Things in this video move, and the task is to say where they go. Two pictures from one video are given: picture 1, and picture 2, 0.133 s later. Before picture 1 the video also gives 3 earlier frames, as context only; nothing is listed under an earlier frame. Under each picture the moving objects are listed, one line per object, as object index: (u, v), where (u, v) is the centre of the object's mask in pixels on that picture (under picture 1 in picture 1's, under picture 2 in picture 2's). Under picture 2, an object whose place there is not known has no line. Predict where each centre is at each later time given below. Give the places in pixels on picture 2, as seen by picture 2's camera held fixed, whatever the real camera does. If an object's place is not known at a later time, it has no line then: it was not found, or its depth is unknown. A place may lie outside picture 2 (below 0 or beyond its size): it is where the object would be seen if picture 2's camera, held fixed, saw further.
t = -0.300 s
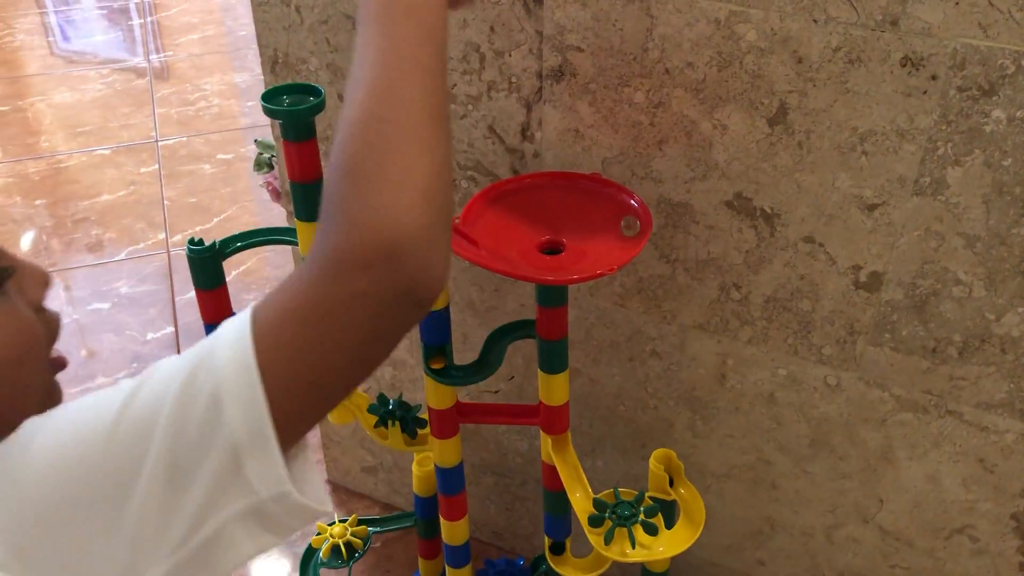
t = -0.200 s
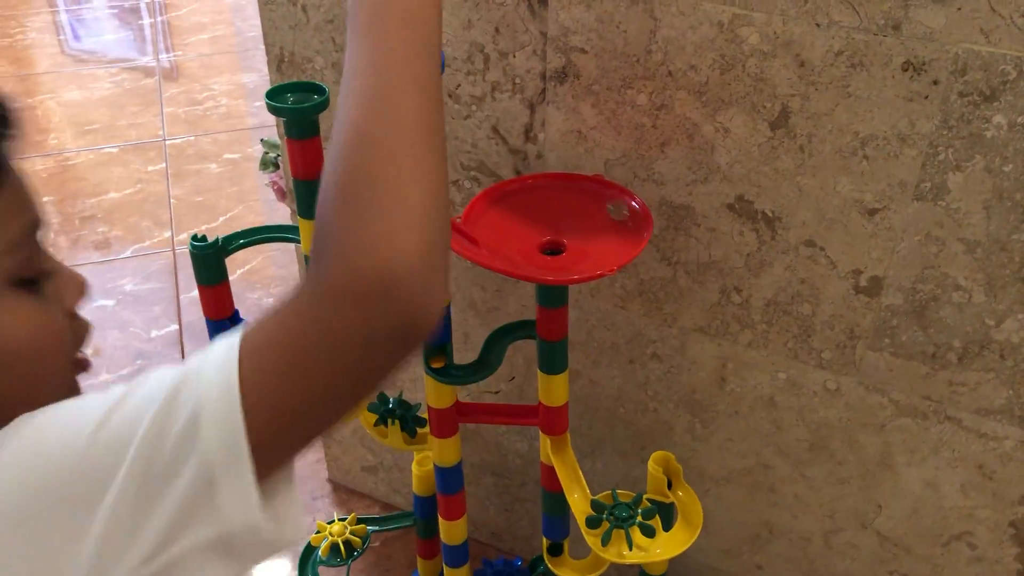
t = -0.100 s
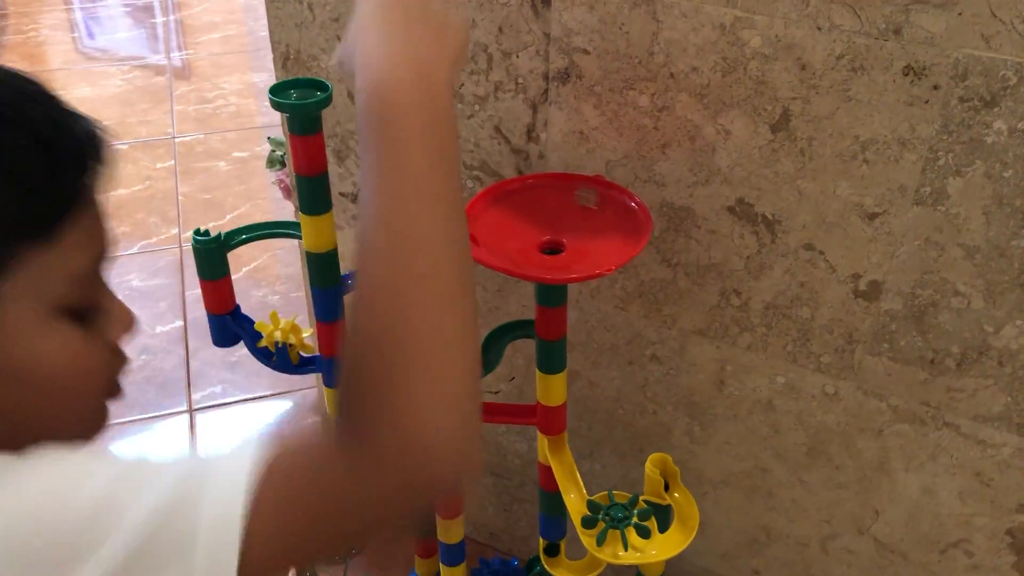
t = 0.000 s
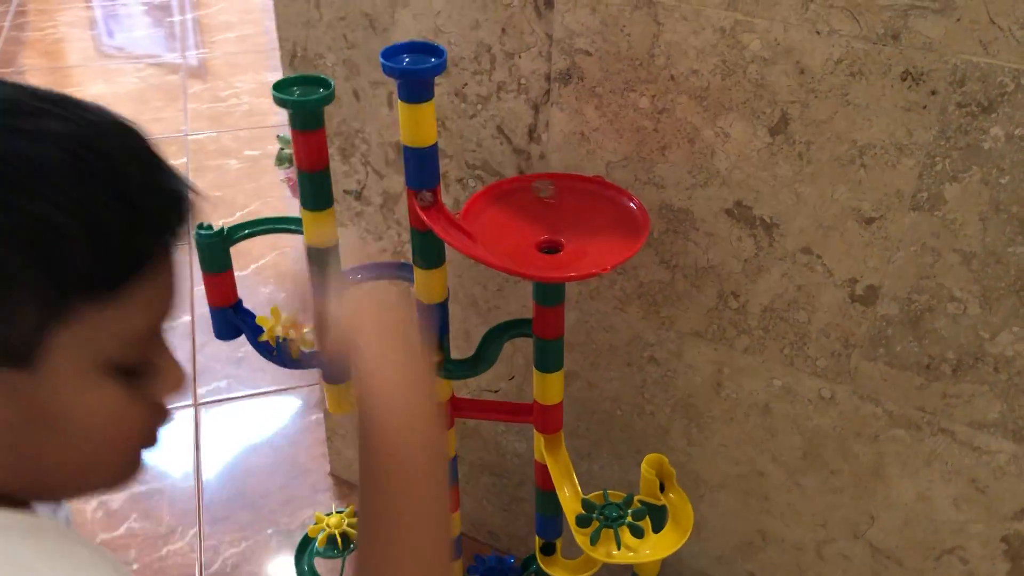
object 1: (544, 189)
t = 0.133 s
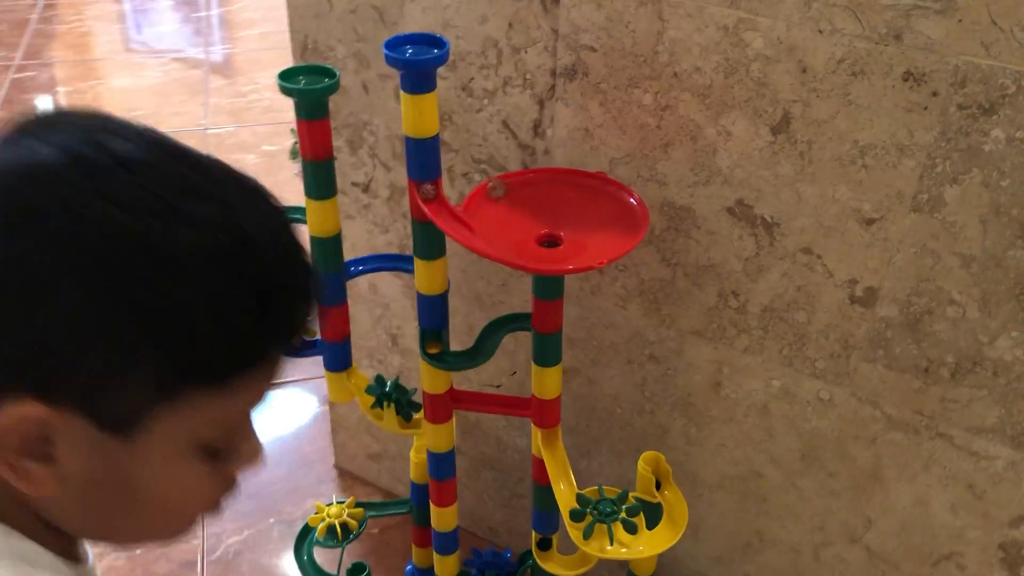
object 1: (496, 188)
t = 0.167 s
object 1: (488, 195)
